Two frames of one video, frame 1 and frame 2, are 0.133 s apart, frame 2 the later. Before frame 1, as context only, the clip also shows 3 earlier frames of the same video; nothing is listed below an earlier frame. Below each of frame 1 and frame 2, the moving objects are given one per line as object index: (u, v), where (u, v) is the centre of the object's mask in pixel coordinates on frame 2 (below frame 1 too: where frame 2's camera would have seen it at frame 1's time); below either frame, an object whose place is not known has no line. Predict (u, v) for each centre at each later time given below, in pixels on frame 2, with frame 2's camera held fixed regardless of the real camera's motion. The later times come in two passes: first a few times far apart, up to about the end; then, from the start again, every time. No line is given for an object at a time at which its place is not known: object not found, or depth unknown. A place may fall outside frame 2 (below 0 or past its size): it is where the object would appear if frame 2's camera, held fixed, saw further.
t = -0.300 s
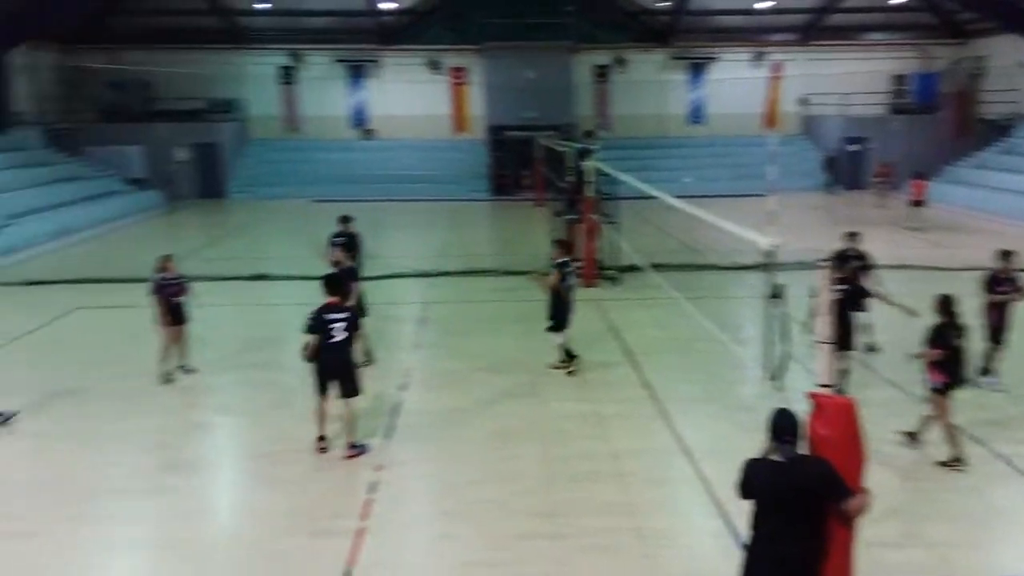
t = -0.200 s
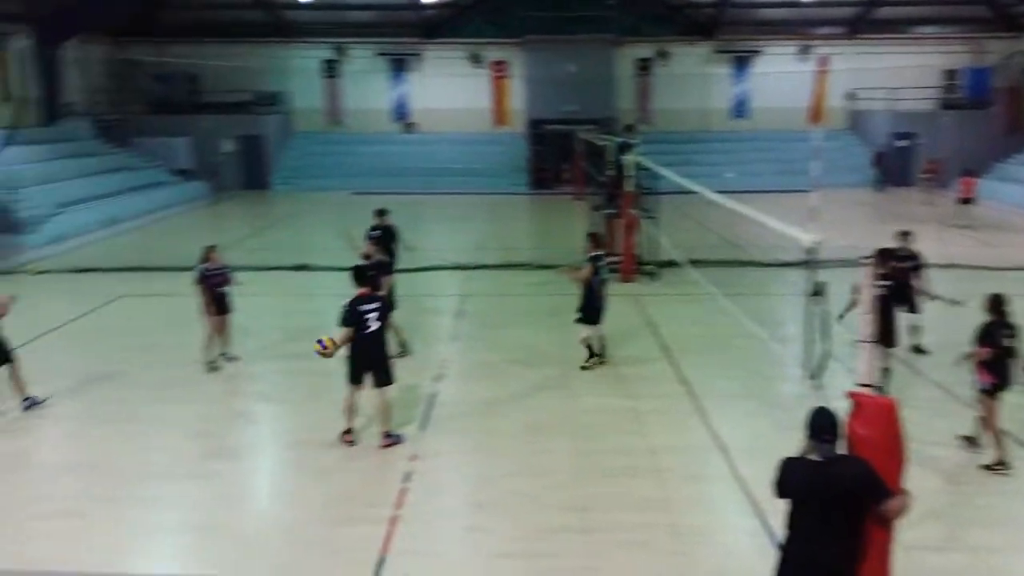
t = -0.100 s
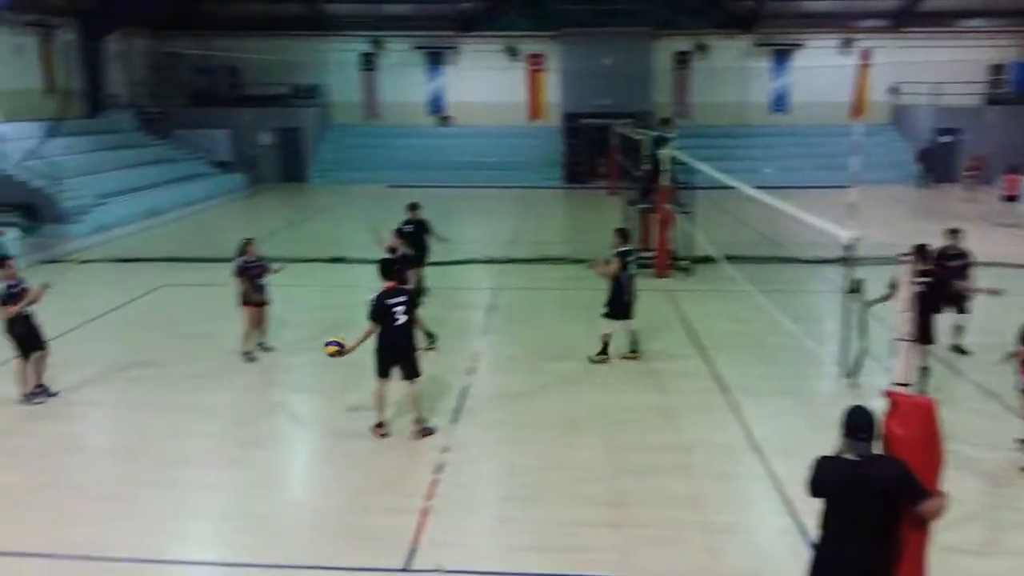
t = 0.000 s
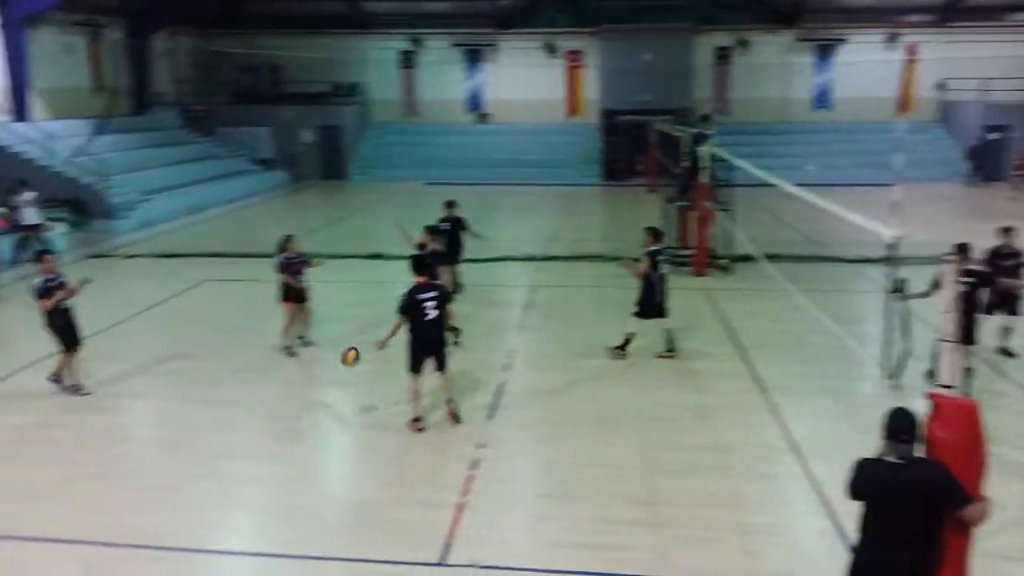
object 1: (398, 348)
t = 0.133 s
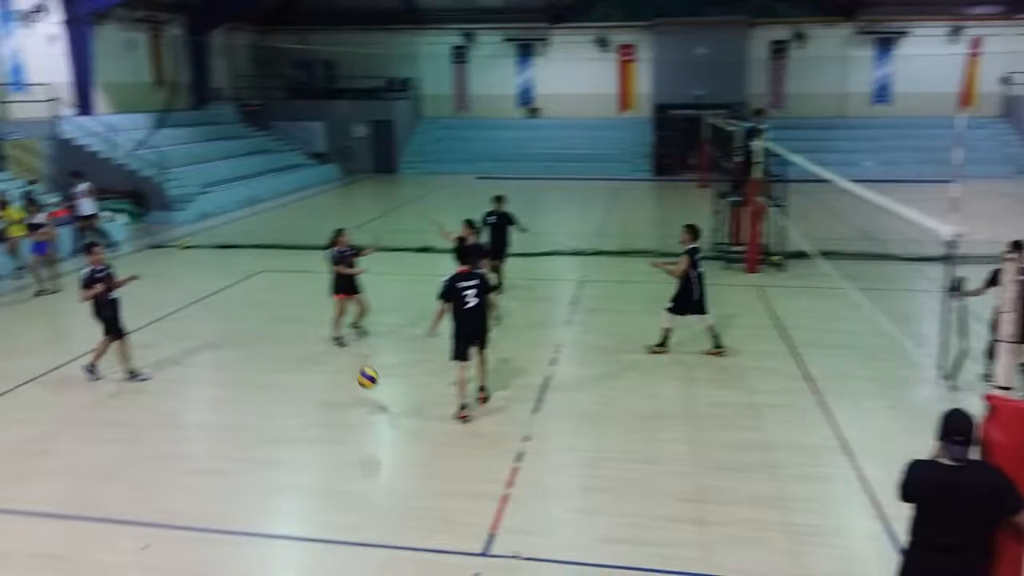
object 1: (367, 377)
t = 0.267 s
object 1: (341, 410)
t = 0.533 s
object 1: (296, 364)
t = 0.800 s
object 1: (255, 379)
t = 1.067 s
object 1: (217, 397)
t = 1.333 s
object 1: (177, 385)
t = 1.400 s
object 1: (168, 392)
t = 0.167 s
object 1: (361, 388)
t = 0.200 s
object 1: (354, 401)
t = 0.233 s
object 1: (347, 414)
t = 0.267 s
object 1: (341, 410)
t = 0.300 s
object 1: (335, 401)
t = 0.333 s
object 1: (330, 393)
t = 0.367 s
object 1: (324, 385)
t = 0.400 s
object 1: (318, 379)
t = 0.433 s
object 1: (313, 374)
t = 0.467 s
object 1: (307, 370)
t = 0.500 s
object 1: (301, 366)
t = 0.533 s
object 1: (296, 364)
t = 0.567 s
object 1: (290, 362)
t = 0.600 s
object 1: (285, 362)
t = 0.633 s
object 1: (280, 362)
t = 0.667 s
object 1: (275, 365)
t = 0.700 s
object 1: (270, 367)
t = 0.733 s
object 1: (265, 370)
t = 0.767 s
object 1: (260, 374)
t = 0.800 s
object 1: (255, 379)
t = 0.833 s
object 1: (251, 388)
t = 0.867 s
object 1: (247, 397)
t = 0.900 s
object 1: (243, 404)
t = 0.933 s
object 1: (239, 418)
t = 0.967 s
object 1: (234, 419)
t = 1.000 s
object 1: (228, 410)
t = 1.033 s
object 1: (222, 403)
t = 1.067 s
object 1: (217, 397)
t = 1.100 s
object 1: (211, 392)
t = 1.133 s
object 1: (206, 389)
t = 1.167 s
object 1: (199, 387)
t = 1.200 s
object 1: (196, 383)
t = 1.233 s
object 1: (191, 382)
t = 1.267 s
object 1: (185, 382)
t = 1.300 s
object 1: (181, 383)
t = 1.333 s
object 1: (177, 385)
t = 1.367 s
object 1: (172, 388)
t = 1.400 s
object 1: (168, 392)
